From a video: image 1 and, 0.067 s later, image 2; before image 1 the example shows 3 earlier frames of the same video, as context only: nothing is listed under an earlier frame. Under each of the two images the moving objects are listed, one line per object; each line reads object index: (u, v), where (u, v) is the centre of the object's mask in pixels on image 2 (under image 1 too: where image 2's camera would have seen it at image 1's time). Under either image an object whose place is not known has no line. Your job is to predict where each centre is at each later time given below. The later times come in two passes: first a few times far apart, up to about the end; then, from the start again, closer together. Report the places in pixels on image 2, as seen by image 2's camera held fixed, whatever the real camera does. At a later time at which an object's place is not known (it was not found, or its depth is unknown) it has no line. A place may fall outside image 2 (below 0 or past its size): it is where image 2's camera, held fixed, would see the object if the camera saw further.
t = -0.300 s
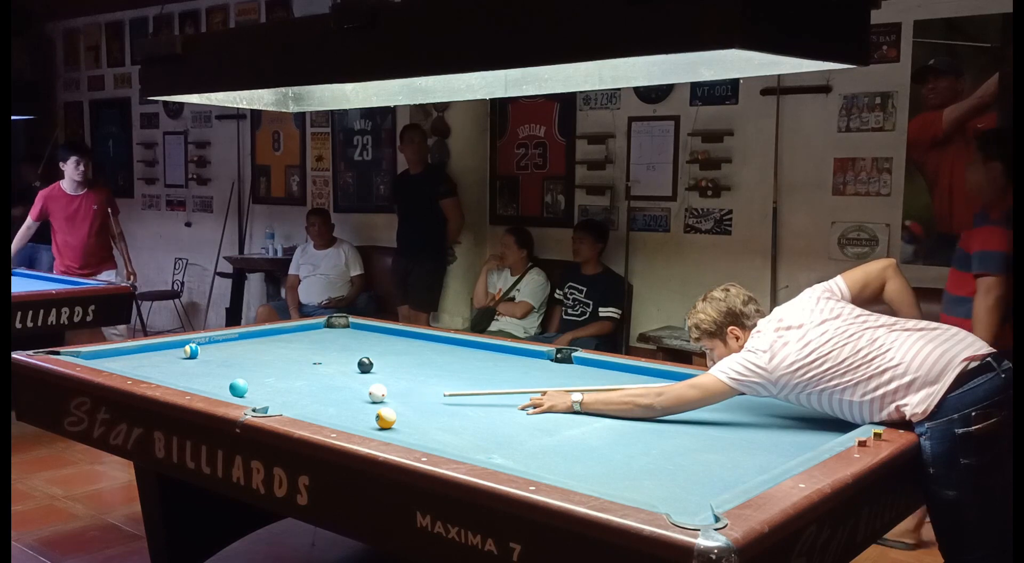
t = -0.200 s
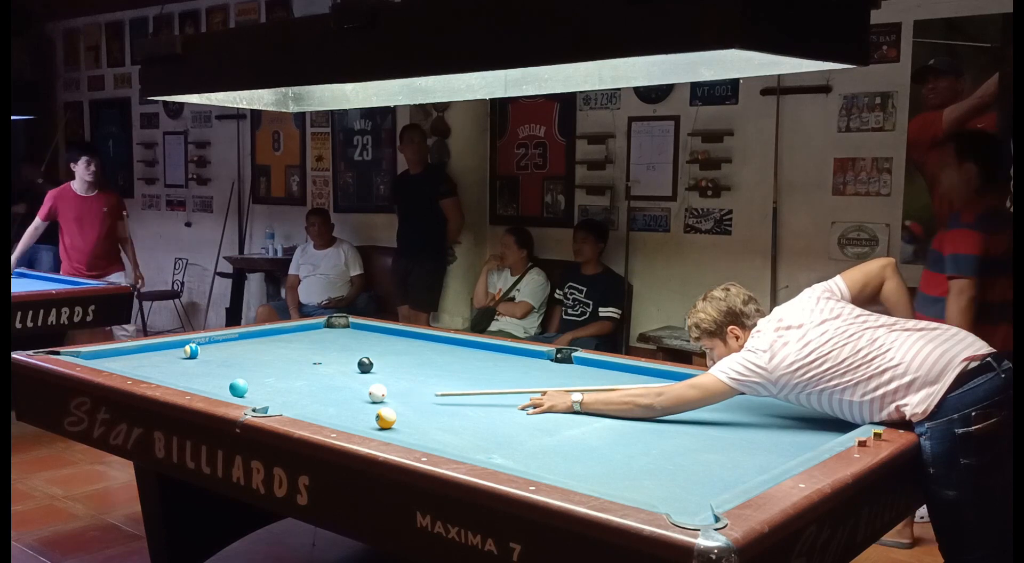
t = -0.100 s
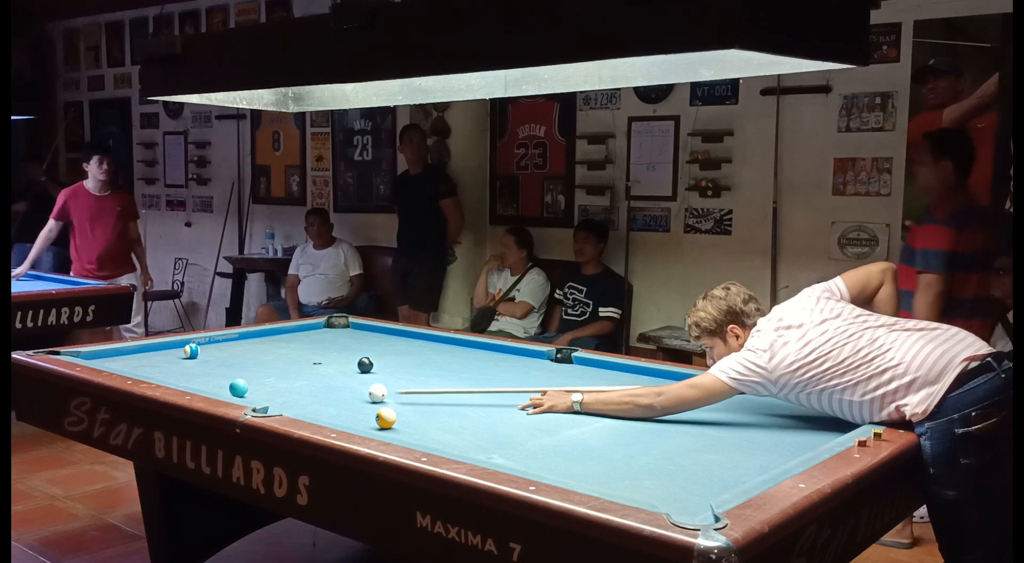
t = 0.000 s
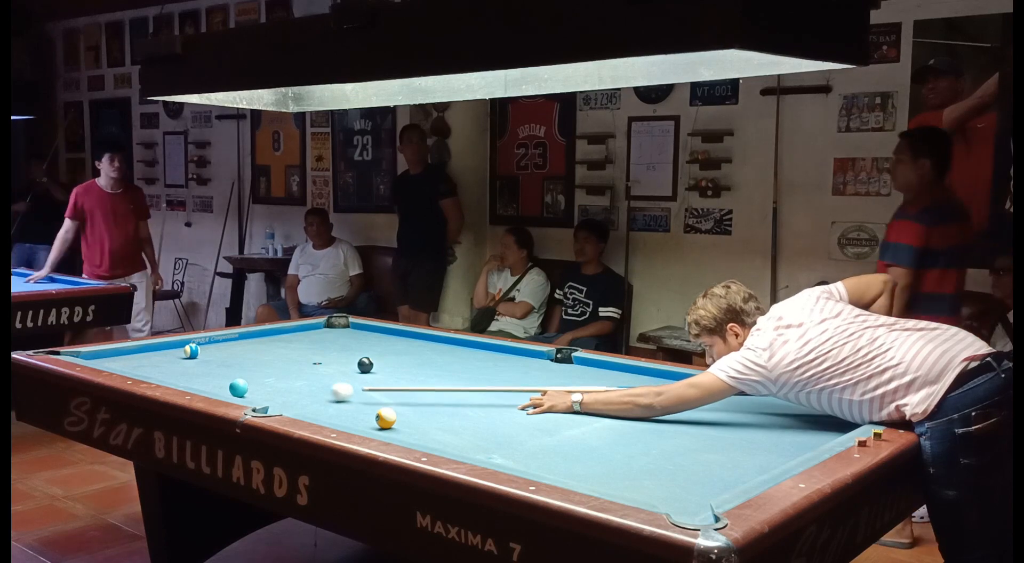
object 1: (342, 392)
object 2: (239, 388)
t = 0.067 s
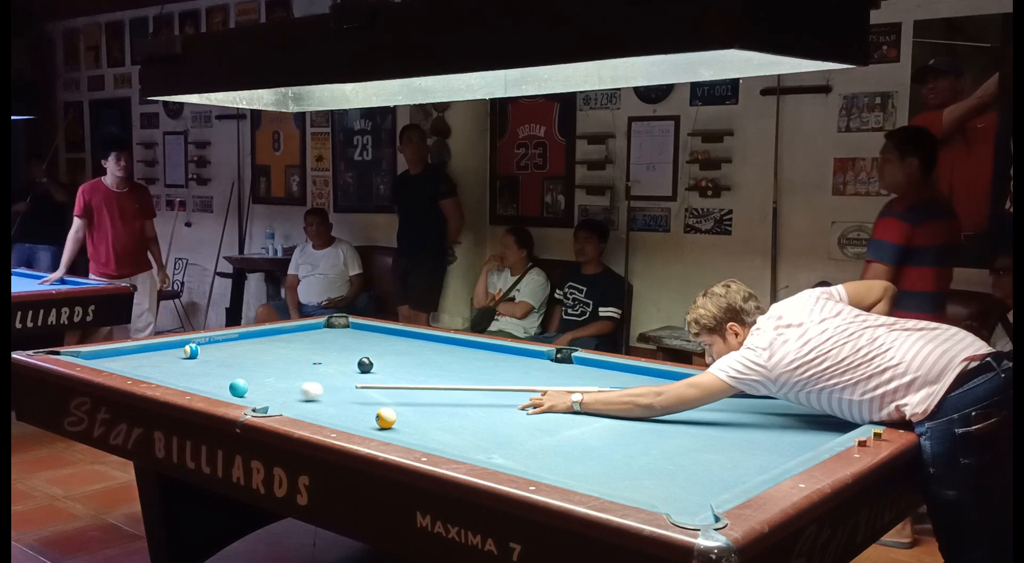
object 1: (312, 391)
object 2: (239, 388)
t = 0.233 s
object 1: (246, 391)
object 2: (230, 386)
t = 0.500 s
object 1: (243, 391)
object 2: (187, 377)
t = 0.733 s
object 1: (269, 390)
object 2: (153, 371)
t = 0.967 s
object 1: (293, 388)
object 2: (123, 364)
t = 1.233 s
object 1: (317, 386)
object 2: (92, 357)
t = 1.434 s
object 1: (333, 384)
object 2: (71, 353)
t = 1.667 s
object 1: (351, 382)
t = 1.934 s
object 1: (368, 381)
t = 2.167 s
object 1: (381, 379)
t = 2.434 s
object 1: (393, 378)
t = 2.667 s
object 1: (402, 377)
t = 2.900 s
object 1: (410, 376)
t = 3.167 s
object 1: (417, 376)
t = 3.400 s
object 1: (421, 375)
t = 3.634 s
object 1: (423, 375)
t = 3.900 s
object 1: (424, 375)
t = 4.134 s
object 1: (424, 375)
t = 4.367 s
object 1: (424, 375)
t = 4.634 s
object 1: (424, 375)
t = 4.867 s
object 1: (424, 375)
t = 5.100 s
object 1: (424, 375)
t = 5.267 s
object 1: (424, 375)
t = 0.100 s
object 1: (297, 391)
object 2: (239, 388)
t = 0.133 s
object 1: (282, 390)
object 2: (238, 388)
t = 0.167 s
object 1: (267, 390)
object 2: (238, 388)
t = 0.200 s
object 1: (253, 390)
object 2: (237, 388)
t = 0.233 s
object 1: (246, 391)
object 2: (230, 386)
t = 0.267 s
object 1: (239, 390)
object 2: (224, 385)
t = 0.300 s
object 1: (231, 390)
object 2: (217, 383)
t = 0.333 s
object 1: (224, 390)
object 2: (212, 382)
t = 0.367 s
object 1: (227, 390)
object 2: (208, 382)
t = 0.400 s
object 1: (231, 390)
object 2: (202, 381)
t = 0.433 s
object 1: (235, 390)
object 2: (197, 379)
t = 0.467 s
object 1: (239, 391)
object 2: (192, 379)
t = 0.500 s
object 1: (243, 391)
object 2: (187, 377)
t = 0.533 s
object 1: (247, 391)
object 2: (182, 377)
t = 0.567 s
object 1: (251, 392)
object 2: (177, 376)
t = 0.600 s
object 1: (254, 391)
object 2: (172, 375)
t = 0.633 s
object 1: (258, 391)
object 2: (167, 374)
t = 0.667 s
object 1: (262, 391)
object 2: (163, 372)
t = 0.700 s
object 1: (266, 390)
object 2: (158, 372)
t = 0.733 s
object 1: (269, 390)
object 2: (153, 371)
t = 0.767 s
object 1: (272, 389)
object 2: (149, 370)
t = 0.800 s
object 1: (276, 389)
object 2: (144, 369)
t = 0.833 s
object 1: (279, 389)
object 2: (140, 368)
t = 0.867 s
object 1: (283, 389)
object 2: (136, 367)
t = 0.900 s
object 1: (286, 388)
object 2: (132, 366)
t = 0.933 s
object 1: (289, 388)
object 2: (127, 365)
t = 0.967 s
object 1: (293, 388)
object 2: (123, 364)
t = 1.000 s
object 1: (296, 387)
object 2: (119, 363)
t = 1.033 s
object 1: (299, 387)
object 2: (115, 363)
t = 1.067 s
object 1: (302, 387)
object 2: (111, 362)
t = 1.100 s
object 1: (306, 386)
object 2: (107, 361)
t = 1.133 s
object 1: (309, 386)
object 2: (103, 360)
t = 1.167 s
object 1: (312, 386)
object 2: (99, 359)
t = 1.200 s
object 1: (314, 386)
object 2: (96, 358)
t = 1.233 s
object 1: (317, 386)
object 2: (92, 357)
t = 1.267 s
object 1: (320, 385)
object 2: (89, 357)
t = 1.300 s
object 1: (323, 385)
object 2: (85, 356)
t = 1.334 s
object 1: (326, 384)
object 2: (82, 355)
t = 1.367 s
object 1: (328, 384)
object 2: (78, 354)
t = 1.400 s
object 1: (331, 384)
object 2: (74, 354)
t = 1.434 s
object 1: (333, 384)
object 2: (71, 353)
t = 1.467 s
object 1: (336, 384)
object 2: (67, 353)
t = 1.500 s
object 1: (338, 383)
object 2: (64, 355)
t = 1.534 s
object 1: (341, 383)
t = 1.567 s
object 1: (344, 383)
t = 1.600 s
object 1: (346, 383)
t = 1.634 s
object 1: (348, 383)
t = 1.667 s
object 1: (351, 382)
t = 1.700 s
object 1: (353, 382)
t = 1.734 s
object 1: (355, 382)
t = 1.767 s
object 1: (357, 382)
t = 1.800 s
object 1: (359, 382)
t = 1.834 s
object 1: (362, 381)
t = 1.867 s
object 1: (364, 381)
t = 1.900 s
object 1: (366, 381)
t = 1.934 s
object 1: (368, 381)
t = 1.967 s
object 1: (370, 380)
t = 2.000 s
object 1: (372, 380)
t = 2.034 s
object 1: (374, 380)
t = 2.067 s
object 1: (376, 380)
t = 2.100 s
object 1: (377, 380)
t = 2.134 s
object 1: (379, 379)
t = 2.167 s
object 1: (381, 379)
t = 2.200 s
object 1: (382, 379)
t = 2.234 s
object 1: (384, 379)
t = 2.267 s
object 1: (386, 378)
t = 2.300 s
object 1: (387, 378)
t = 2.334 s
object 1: (389, 378)
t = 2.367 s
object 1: (390, 379)
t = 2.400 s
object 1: (392, 378)
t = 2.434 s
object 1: (393, 378)
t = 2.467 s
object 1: (394, 378)
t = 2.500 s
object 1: (396, 378)
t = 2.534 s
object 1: (397, 378)
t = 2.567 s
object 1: (398, 378)
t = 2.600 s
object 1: (400, 378)
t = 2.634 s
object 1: (401, 377)
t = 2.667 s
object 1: (402, 377)
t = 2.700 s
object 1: (403, 377)
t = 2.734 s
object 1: (404, 377)
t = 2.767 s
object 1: (406, 377)
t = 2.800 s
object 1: (407, 377)
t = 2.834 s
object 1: (408, 377)
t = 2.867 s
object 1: (409, 377)
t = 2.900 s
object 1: (410, 376)
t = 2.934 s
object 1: (411, 376)
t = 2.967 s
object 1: (412, 376)
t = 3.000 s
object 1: (413, 376)
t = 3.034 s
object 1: (414, 376)
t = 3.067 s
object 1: (414, 376)
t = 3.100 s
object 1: (415, 376)
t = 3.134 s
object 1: (416, 376)
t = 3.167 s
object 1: (417, 376)
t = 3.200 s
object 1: (417, 376)
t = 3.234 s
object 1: (418, 376)
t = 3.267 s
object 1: (419, 376)
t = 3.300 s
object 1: (419, 376)
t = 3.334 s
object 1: (420, 375)
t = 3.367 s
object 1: (420, 375)
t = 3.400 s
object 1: (421, 375)
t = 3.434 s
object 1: (421, 375)
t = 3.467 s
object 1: (422, 375)
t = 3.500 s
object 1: (422, 375)
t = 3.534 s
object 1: (422, 375)
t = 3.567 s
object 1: (423, 375)
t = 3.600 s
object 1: (423, 375)
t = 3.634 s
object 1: (423, 375)
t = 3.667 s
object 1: (423, 375)
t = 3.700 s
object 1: (424, 375)
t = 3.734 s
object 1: (424, 375)
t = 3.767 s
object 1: (424, 375)
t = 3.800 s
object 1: (424, 375)
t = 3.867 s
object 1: (424, 375)
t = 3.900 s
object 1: (424, 375)
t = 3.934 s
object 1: (424, 375)
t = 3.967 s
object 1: (424, 375)
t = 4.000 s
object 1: (424, 375)
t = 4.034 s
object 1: (424, 375)
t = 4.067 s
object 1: (424, 375)
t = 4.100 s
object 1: (424, 375)
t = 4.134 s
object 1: (424, 375)
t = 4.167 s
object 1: (424, 375)
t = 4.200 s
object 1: (424, 375)
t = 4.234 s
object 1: (424, 375)
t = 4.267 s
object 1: (424, 375)
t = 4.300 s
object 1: (424, 375)
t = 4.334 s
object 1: (424, 375)
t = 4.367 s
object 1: (424, 375)
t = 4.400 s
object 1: (424, 375)
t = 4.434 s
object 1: (424, 375)
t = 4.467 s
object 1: (424, 375)
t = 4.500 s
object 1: (424, 375)
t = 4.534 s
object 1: (424, 375)
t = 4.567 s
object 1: (424, 375)
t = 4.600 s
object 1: (424, 375)
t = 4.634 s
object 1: (424, 375)
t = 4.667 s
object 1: (424, 375)
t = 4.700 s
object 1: (424, 375)
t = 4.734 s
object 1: (424, 375)
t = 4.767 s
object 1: (424, 375)
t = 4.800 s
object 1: (424, 375)
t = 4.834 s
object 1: (424, 375)
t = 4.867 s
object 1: (424, 375)
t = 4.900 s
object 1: (424, 375)
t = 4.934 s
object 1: (424, 375)
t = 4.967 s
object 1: (424, 375)
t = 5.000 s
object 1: (424, 375)
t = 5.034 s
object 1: (424, 375)
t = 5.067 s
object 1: (424, 375)
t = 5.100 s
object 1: (424, 375)
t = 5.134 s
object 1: (424, 375)
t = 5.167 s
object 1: (424, 375)
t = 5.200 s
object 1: (424, 375)
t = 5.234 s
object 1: (424, 375)
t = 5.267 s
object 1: (424, 375)
